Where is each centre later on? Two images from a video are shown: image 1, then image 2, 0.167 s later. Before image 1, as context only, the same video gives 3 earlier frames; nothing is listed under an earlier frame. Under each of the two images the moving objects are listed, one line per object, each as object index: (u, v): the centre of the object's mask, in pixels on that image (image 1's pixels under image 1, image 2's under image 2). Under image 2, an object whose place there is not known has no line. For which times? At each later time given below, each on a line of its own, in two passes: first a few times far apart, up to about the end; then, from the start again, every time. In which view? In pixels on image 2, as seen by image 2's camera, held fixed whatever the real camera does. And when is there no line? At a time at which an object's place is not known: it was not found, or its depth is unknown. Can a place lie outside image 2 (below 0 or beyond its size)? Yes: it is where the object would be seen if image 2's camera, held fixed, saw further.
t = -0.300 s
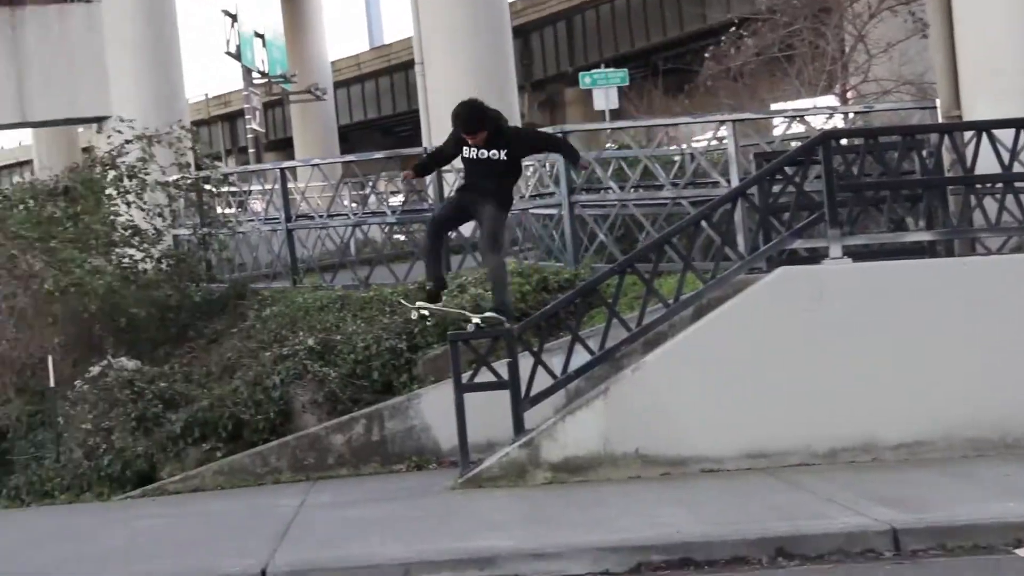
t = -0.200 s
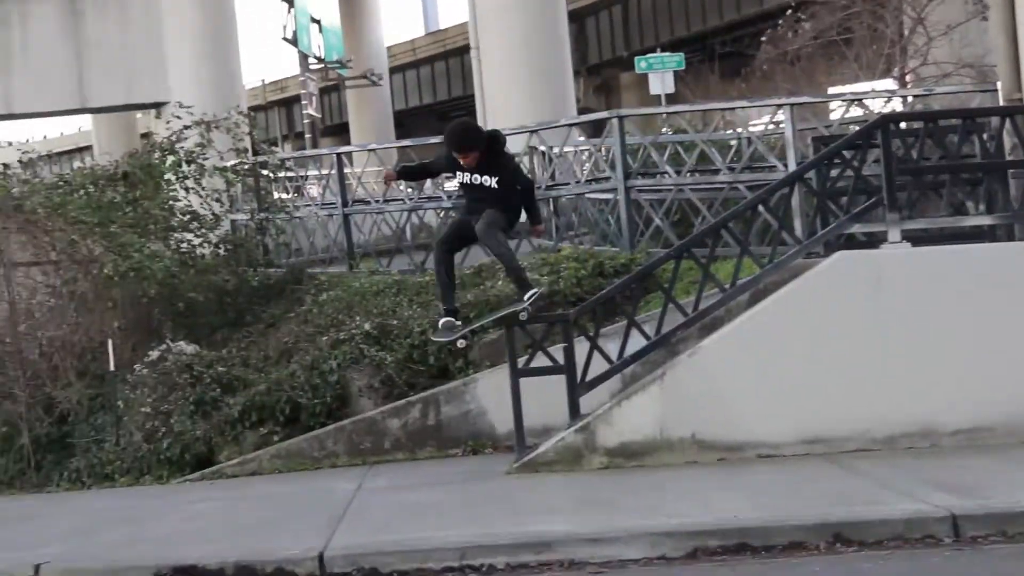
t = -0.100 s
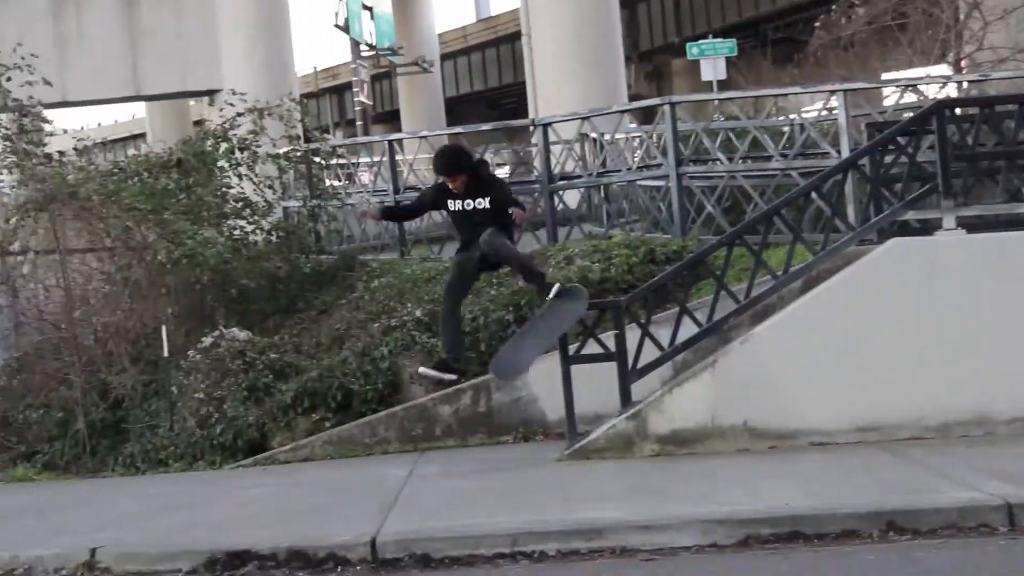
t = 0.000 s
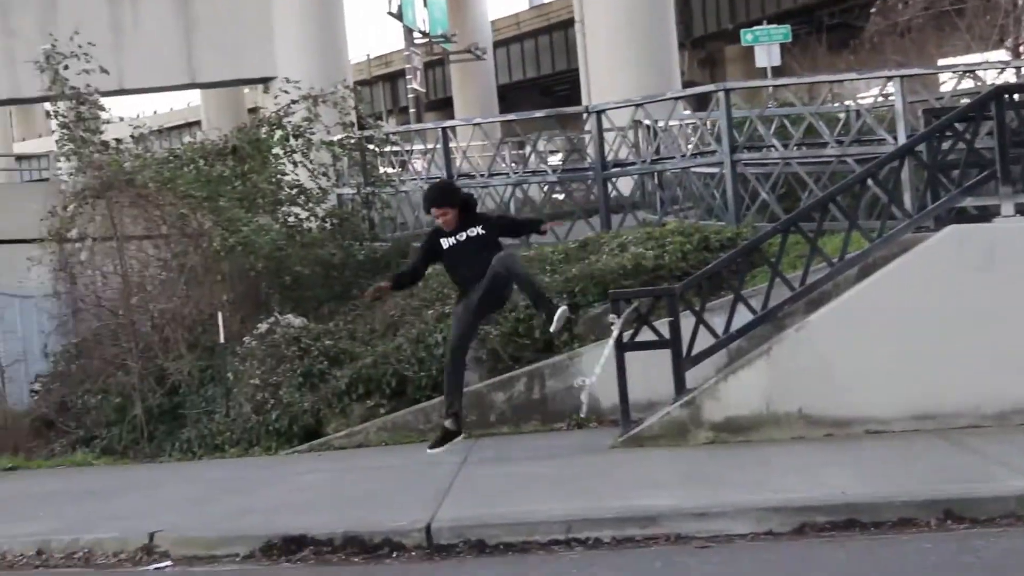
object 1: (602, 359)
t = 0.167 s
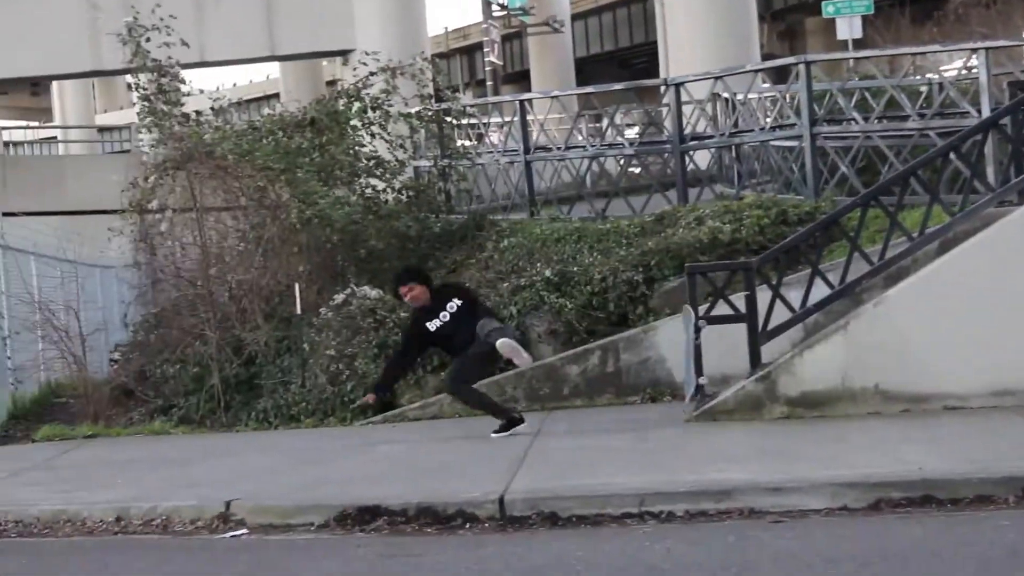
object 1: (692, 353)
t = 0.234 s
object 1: (702, 361)
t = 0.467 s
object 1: (742, 408)
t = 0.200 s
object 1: (695, 357)
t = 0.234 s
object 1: (702, 361)
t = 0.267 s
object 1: (707, 367)
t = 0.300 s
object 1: (720, 382)
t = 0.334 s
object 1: (727, 390)
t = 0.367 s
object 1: (733, 400)
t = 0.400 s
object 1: (741, 413)
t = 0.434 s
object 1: (740, 416)
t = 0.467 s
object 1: (742, 408)
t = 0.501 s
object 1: (742, 401)
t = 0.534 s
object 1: (745, 395)
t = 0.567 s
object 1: (749, 391)
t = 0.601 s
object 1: (753, 390)
